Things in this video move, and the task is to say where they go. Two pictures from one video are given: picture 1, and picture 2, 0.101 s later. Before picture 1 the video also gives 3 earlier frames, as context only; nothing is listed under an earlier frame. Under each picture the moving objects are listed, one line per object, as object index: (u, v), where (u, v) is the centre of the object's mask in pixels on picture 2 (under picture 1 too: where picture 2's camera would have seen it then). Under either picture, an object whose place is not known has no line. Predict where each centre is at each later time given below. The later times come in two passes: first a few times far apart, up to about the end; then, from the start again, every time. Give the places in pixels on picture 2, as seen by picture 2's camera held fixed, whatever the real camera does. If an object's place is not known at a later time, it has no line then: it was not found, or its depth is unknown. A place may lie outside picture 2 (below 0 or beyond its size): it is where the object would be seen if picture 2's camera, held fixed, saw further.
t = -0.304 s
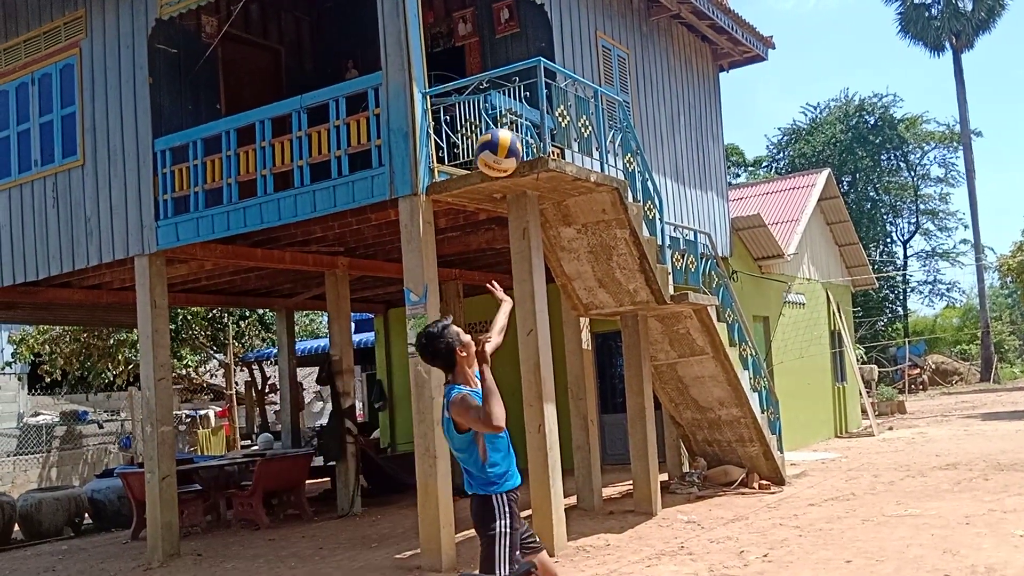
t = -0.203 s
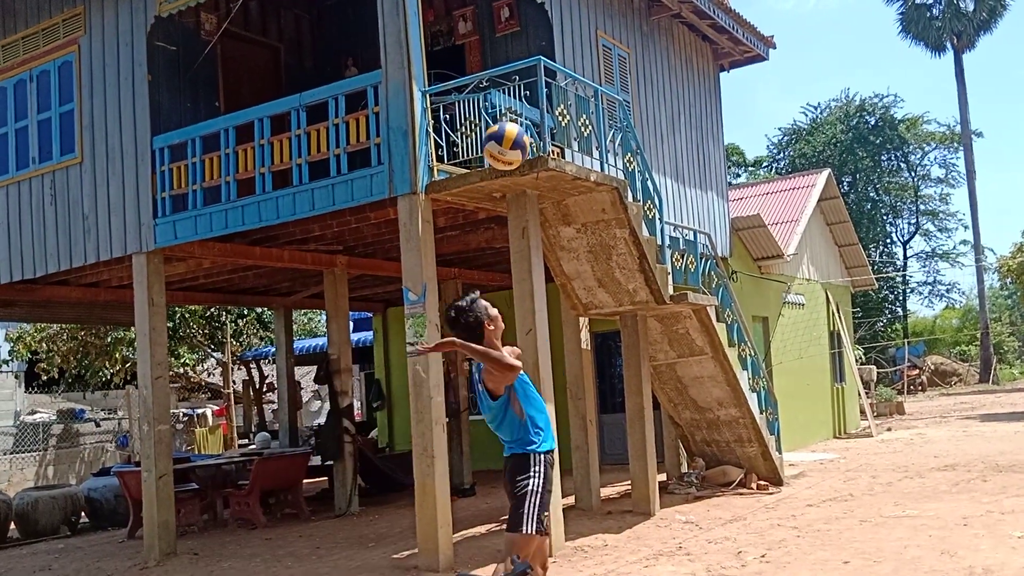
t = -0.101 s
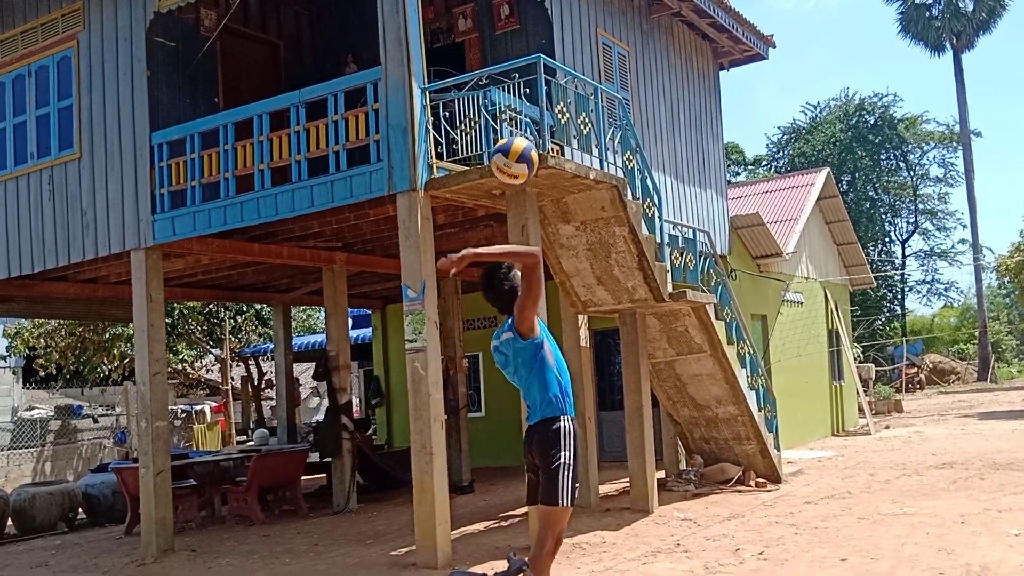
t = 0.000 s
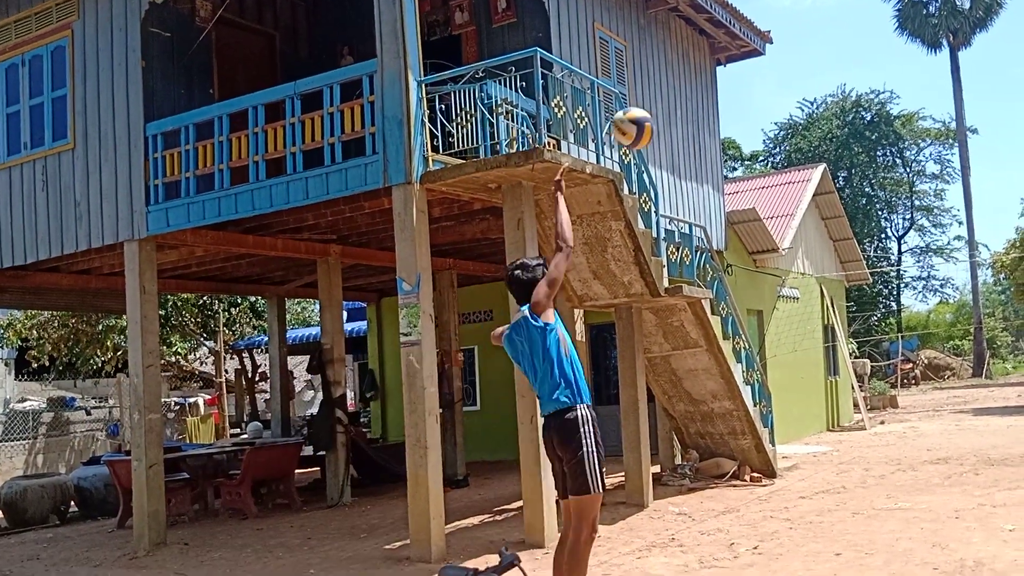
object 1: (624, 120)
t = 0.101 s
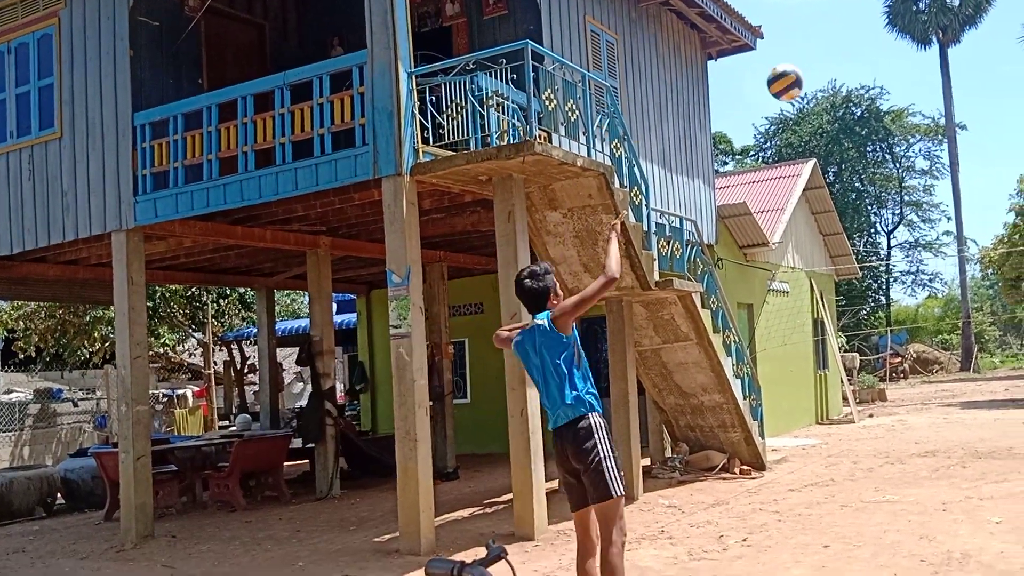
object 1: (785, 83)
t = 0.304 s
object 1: (994, 83)
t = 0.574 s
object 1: (1169, 142)
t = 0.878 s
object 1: (1302, 268)
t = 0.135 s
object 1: (829, 78)
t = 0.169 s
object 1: (869, 76)
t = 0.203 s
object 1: (905, 75)
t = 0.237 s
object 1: (938, 76)
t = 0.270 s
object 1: (968, 79)
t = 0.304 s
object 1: (994, 83)
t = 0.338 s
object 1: (1021, 87)
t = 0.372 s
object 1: (1043, 95)
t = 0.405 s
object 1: (1069, 97)
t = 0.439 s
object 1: (1091, 104)
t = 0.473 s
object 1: (1111, 113)
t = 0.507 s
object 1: (1131, 122)
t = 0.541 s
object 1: (1150, 132)
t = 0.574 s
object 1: (1169, 142)
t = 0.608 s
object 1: (1187, 155)
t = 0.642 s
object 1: (1203, 167)
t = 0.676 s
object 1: (1219, 180)
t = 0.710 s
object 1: (1235, 193)
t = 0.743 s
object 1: (1250, 208)
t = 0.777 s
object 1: (1264, 221)
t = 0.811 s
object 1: (1277, 237)
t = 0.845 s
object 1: (1290, 252)
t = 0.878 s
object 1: (1302, 268)
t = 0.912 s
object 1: (1316, 283)
